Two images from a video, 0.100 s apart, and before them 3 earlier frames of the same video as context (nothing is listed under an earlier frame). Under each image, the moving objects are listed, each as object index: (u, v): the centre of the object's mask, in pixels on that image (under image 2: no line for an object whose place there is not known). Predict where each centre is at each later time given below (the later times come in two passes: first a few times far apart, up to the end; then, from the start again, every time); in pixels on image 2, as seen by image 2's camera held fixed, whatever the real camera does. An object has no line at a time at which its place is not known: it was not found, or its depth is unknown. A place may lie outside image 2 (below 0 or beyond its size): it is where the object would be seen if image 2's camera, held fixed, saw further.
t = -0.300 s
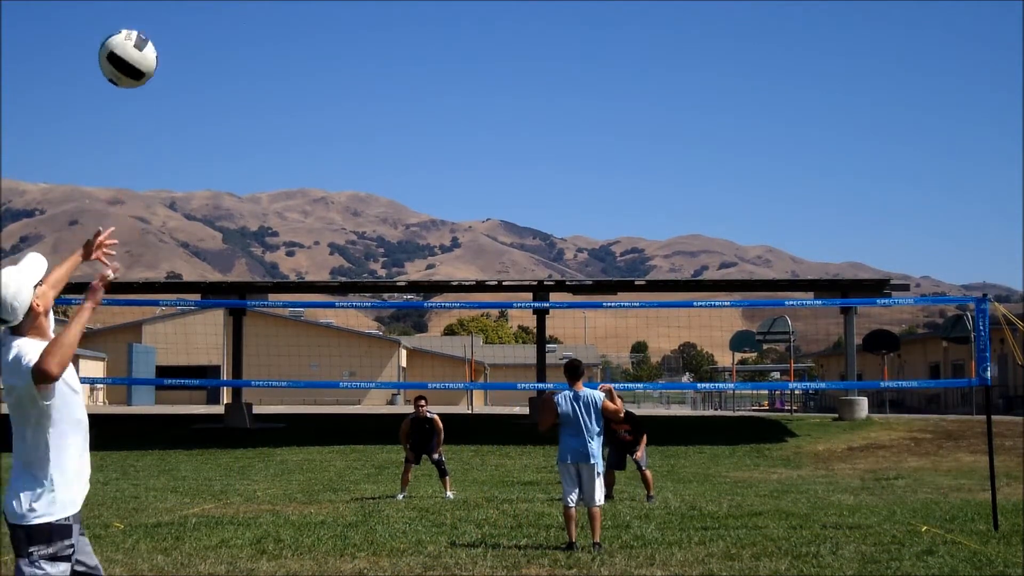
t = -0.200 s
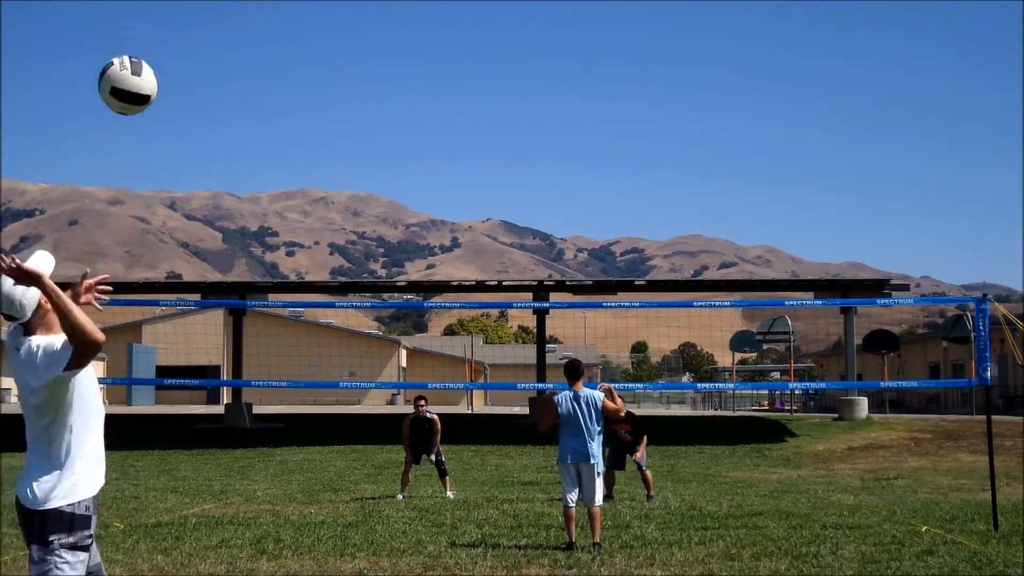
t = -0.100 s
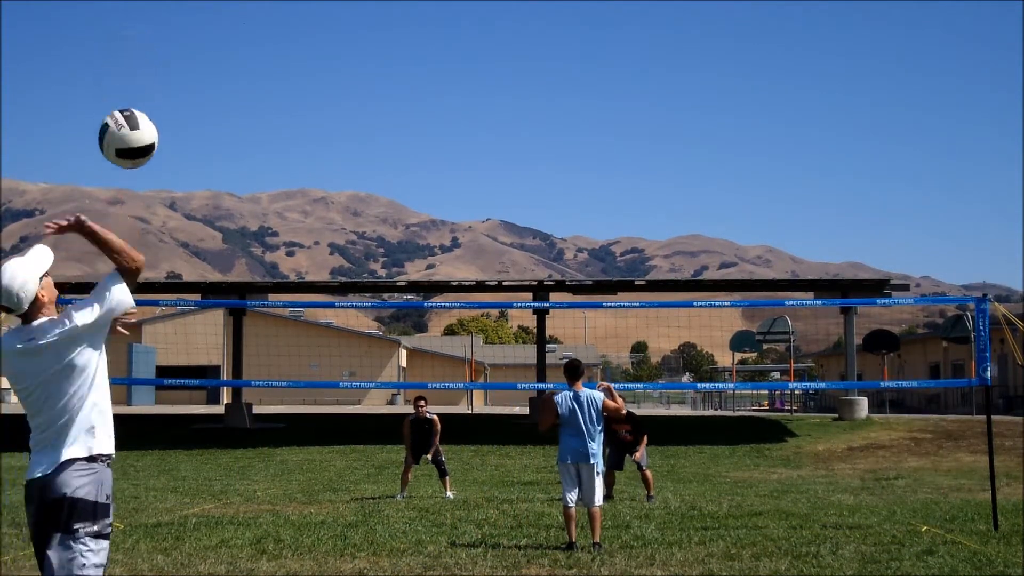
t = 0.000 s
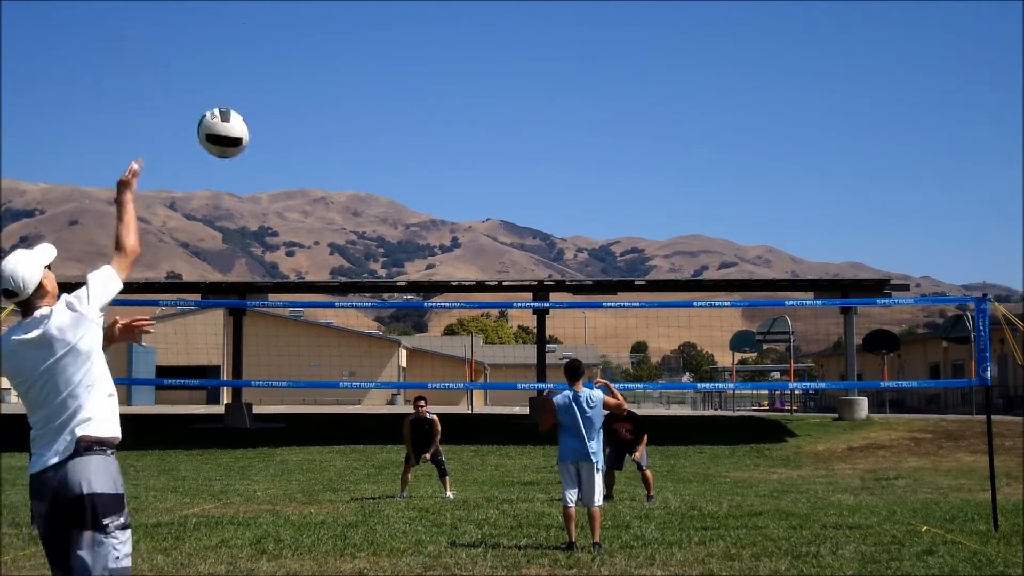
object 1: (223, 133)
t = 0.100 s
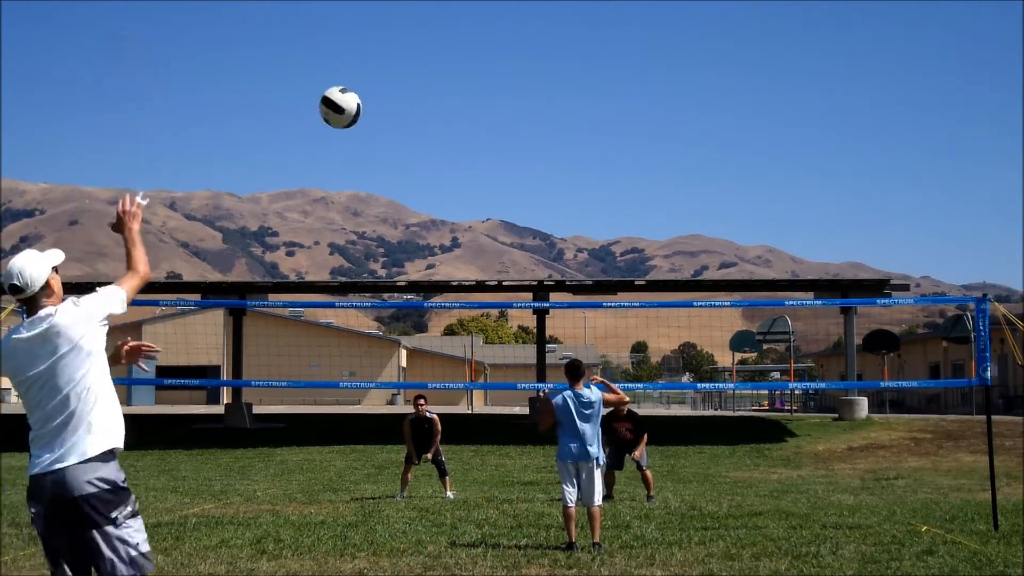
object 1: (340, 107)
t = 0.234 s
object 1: (450, 106)
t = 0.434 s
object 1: (560, 142)
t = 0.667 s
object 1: (646, 221)
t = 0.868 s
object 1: (697, 314)
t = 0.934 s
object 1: (711, 344)
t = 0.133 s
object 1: (372, 104)
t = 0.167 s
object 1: (400, 103)
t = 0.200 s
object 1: (426, 104)
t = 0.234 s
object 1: (450, 106)
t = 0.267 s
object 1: (472, 110)
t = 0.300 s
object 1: (491, 114)
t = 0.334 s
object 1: (510, 119)
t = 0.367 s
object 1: (528, 126)
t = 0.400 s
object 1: (544, 133)
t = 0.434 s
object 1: (560, 142)
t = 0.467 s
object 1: (574, 151)
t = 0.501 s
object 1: (588, 161)
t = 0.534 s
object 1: (601, 171)
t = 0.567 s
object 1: (613, 183)
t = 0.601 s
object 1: (624, 195)
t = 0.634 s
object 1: (635, 207)
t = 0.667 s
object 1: (646, 221)
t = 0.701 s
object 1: (656, 234)
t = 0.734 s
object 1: (665, 249)
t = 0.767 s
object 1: (674, 263)
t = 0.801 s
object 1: (682, 279)
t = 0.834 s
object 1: (690, 293)
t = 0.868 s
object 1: (697, 314)
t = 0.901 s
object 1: (704, 327)
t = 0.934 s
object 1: (711, 344)
